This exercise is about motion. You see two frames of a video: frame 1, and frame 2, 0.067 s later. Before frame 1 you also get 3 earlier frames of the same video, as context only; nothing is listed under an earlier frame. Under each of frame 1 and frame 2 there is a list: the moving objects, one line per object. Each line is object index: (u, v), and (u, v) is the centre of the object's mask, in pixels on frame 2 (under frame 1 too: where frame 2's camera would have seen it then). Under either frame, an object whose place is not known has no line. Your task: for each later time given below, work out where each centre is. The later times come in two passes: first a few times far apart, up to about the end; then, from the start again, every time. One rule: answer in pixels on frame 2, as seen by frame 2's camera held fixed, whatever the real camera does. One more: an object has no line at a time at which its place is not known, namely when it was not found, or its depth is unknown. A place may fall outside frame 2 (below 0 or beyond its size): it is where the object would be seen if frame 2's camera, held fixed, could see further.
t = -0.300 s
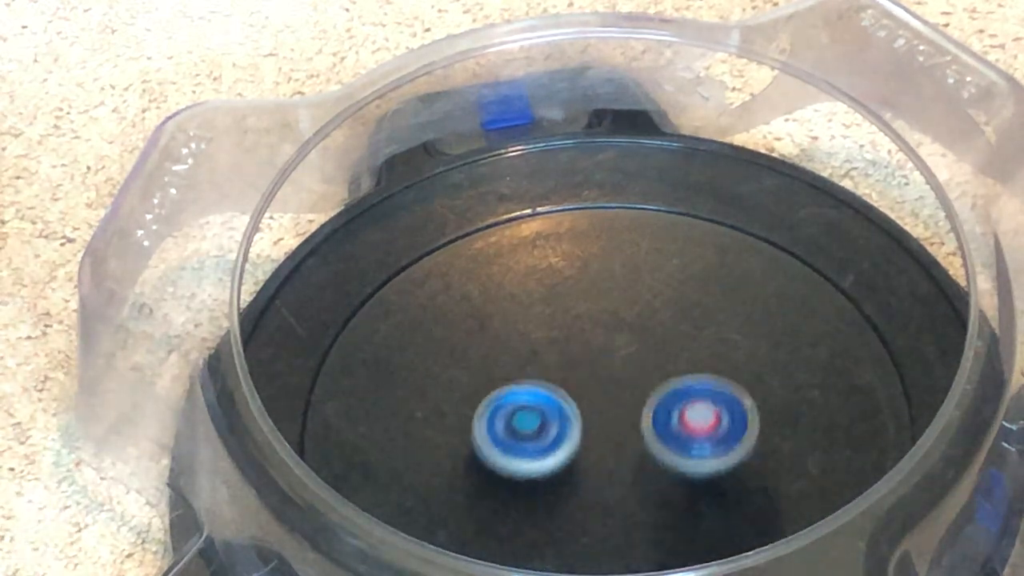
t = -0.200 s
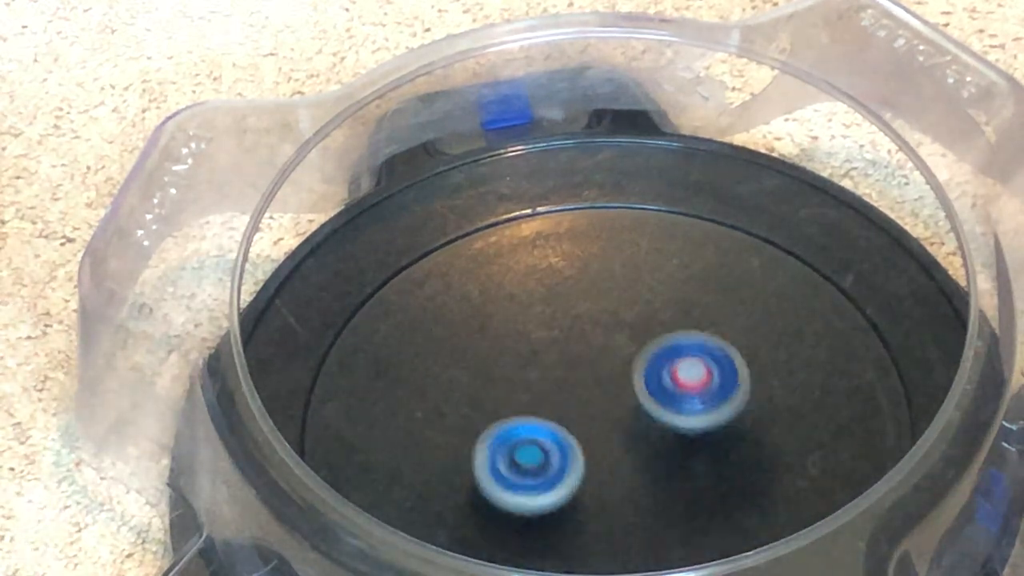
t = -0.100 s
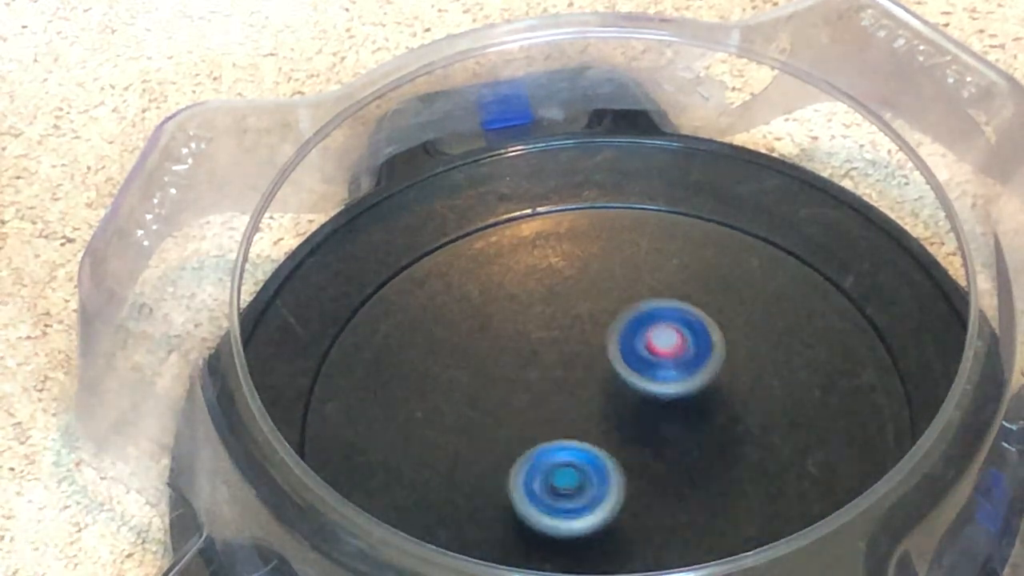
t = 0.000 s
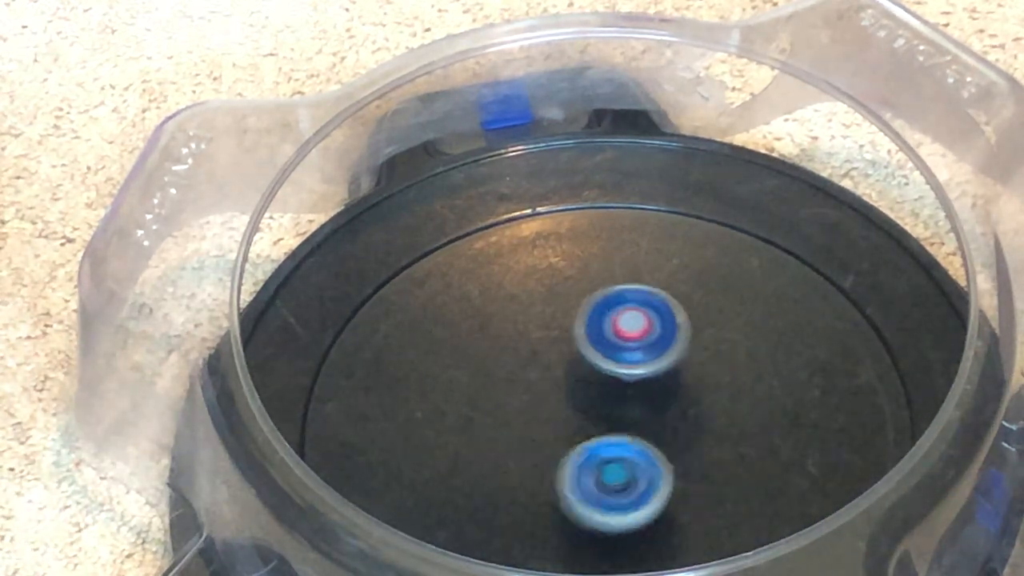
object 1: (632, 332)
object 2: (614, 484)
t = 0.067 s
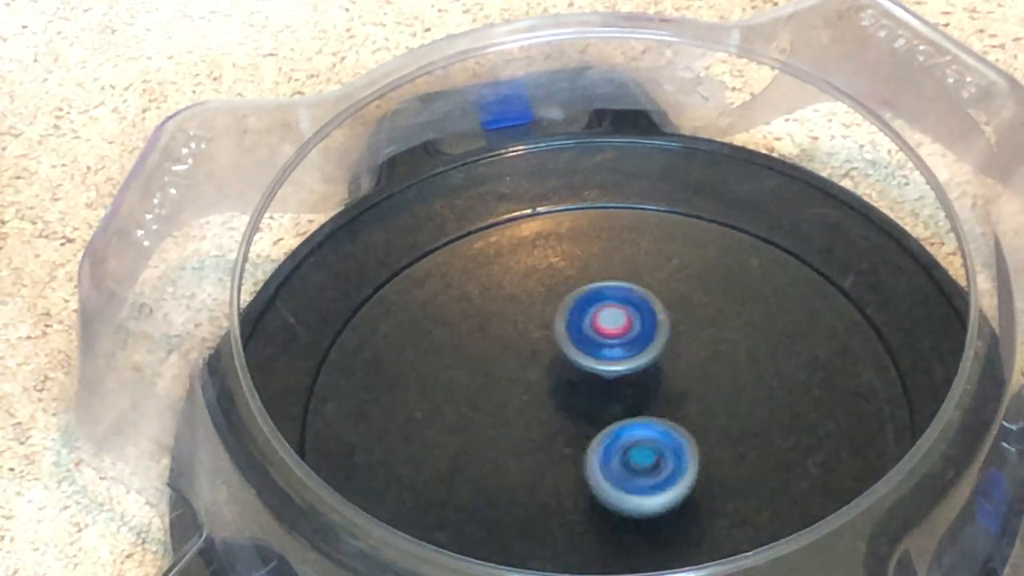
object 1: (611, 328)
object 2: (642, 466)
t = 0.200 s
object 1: (581, 339)
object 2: (653, 416)
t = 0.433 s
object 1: (492, 358)
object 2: (648, 396)
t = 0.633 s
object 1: (500, 412)
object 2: (627, 423)
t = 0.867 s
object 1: (564, 452)
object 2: (658, 465)
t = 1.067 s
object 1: (605, 456)
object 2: (699, 439)
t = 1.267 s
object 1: (634, 453)
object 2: (652, 392)
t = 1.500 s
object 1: (641, 447)
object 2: (563, 427)
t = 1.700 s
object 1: (649, 438)
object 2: (553, 466)
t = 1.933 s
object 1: (674, 400)
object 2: (561, 484)
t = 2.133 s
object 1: (647, 378)
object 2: (584, 463)
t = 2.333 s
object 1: (640, 362)
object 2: (566, 443)
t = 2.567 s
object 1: (609, 370)
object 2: (555, 443)
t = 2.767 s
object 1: (627, 374)
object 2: (553, 464)
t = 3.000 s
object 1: (646, 392)
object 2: (582, 462)
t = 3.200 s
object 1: (663, 400)
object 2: (587, 450)
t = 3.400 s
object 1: (690, 404)
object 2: (553, 438)
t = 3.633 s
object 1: (657, 416)
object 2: (547, 439)
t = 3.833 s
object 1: (641, 433)
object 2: (543, 431)
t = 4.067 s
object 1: (626, 453)
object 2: (541, 416)
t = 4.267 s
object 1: (628, 449)
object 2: (555, 403)
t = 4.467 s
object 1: (621, 450)
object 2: (583, 382)
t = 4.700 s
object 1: (624, 435)
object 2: (610, 365)
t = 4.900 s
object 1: (606, 433)
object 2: (636, 367)
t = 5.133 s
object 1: (601, 432)
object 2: (658, 385)
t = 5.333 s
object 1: (594, 442)
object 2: (672, 411)
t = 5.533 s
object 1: (582, 442)
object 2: (676, 437)
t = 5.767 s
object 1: (575, 427)
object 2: (671, 460)
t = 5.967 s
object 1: (568, 411)
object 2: (657, 470)
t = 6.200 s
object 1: (578, 389)
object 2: (626, 475)
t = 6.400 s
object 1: (592, 380)
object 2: (610, 468)
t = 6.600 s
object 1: (615, 370)
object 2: (596, 459)
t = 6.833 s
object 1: (640, 372)
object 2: (591, 453)
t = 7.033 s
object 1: (662, 385)
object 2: (584, 452)
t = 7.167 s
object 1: (665, 396)
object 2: (581, 453)
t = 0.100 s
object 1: (603, 329)
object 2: (651, 453)
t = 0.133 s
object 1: (595, 331)
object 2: (656, 440)
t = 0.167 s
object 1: (588, 335)
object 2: (656, 427)
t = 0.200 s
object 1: (581, 339)
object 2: (653, 416)
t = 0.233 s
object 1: (575, 343)
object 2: (650, 405)
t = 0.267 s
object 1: (563, 344)
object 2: (649, 398)
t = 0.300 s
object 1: (537, 339)
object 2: (653, 398)
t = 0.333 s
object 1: (518, 338)
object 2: (654, 399)
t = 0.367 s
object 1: (506, 341)
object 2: (654, 397)
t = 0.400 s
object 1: (498, 348)
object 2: (652, 396)
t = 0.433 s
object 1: (492, 358)
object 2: (648, 396)
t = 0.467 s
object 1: (488, 367)
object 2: (645, 397)
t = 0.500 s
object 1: (487, 377)
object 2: (641, 400)
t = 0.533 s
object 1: (487, 386)
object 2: (637, 405)
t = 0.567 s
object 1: (490, 396)
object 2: (633, 411)
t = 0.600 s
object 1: (495, 404)
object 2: (630, 417)
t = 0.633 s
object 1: (500, 412)
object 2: (627, 423)
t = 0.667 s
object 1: (508, 420)
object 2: (626, 430)
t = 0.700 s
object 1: (516, 428)
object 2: (627, 438)
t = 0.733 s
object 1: (524, 434)
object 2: (630, 445)
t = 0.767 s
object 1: (534, 439)
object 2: (635, 452)
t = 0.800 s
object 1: (545, 445)
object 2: (642, 458)
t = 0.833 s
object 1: (556, 449)
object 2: (649, 462)
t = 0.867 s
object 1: (564, 452)
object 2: (658, 465)
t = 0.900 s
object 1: (570, 453)
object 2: (669, 464)
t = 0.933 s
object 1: (576, 454)
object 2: (678, 462)
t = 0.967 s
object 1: (583, 455)
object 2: (686, 458)
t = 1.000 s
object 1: (591, 456)
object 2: (693, 452)
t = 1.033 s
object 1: (598, 456)
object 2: (696, 445)
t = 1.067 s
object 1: (605, 456)
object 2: (699, 439)
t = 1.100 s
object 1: (612, 456)
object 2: (698, 430)
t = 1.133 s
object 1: (618, 454)
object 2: (695, 422)
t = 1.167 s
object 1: (623, 453)
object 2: (688, 414)
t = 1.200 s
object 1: (627, 453)
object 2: (678, 404)
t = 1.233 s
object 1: (631, 453)
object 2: (669, 398)
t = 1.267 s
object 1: (634, 453)
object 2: (652, 392)
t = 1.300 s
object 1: (636, 455)
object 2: (639, 390)
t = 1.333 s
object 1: (637, 456)
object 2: (623, 390)
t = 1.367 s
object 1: (639, 455)
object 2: (610, 393)
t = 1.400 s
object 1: (640, 454)
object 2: (595, 399)
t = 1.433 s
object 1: (641, 452)
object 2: (582, 406)
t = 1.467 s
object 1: (641, 450)
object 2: (571, 416)
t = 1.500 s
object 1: (641, 447)
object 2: (563, 427)
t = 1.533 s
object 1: (645, 449)
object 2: (557, 433)
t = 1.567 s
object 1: (649, 450)
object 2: (554, 439)
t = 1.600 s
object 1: (650, 448)
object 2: (551, 445)
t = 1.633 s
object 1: (650, 446)
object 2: (550, 452)
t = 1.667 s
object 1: (650, 442)
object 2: (550, 459)
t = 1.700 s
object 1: (649, 438)
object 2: (553, 466)
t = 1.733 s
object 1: (647, 433)
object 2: (558, 470)
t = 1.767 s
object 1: (645, 429)
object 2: (563, 475)
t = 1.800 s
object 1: (659, 422)
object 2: (559, 476)
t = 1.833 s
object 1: (670, 415)
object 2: (556, 479)
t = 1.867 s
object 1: (674, 409)
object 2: (555, 482)
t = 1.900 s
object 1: (675, 404)
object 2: (557, 484)
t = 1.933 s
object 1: (674, 400)
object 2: (561, 484)
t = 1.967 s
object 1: (671, 396)
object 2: (565, 484)
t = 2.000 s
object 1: (667, 392)
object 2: (569, 482)
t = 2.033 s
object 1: (662, 388)
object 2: (574, 478)
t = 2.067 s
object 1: (658, 384)
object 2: (577, 473)
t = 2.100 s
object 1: (652, 381)
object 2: (580, 469)
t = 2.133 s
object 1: (647, 378)
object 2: (584, 463)
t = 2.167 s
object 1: (642, 376)
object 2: (586, 456)
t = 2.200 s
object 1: (636, 374)
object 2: (586, 452)
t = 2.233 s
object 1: (639, 368)
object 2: (582, 448)
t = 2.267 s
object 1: (642, 364)
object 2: (577, 445)
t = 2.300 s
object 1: (642, 362)
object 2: (571, 444)
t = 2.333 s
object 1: (640, 362)
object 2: (566, 443)
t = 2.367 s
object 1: (636, 362)
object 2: (562, 441)
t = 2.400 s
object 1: (632, 362)
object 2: (557, 441)
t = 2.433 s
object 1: (626, 362)
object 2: (556, 441)
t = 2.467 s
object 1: (621, 363)
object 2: (554, 441)
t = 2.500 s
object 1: (616, 365)
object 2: (554, 442)
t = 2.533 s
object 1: (612, 367)
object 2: (555, 443)
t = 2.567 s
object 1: (609, 370)
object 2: (555, 443)
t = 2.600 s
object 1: (608, 373)
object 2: (555, 446)
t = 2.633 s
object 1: (615, 371)
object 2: (552, 448)
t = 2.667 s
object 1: (622, 370)
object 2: (548, 453)
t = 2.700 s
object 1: (625, 371)
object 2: (549, 457)
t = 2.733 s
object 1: (626, 372)
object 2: (550, 460)
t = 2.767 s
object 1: (627, 374)
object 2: (553, 464)
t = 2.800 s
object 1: (628, 376)
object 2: (559, 465)
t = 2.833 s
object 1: (629, 379)
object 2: (564, 465)
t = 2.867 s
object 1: (631, 383)
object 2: (571, 464)
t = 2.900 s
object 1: (631, 387)
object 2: (577, 463)
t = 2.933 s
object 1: (634, 390)
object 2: (579, 464)
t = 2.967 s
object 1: (639, 392)
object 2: (582, 463)
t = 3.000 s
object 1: (646, 392)
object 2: (582, 462)
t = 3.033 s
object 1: (651, 392)
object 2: (582, 462)
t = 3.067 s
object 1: (656, 393)
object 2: (584, 460)
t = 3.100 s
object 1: (659, 394)
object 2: (585, 458)
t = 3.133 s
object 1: (662, 396)
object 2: (586, 455)
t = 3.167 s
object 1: (663, 397)
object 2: (586, 453)
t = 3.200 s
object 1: (663, 400)
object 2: (587, 450)
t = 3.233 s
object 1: (675, 400)
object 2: (582, 446)
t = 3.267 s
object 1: (683, 401)
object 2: (577, 442)
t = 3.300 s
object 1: (688, 402)
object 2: (570, 440)
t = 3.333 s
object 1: (690, 403)
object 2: (564, 439)
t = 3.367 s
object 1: (690, 403)
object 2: (558, 438)
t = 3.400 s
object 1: (690, 404)
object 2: (553, 438)
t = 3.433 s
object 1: (688, 404)
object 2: (549, 437)
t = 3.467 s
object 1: (685, 405)
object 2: (545, 439)
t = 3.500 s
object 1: (681, 406)
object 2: (544, 438)
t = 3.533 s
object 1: (676, 409)
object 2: (543, 439)
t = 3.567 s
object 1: (670, 411)
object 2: (544, 438)
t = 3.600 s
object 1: (663, 414)
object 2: (545, 439)
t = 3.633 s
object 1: (657, 416)
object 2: (547, 439)
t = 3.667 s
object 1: (650, 418)
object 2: (548, 439)
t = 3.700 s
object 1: (644, 420)
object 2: (552, 440)
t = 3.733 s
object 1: (641, 423)
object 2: (551, 440)
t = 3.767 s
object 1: (646, 427)
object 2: (548, 434)
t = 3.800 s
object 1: (645, 430)
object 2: (545, 434)
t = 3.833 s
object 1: (641, 433)
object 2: (543, 431)
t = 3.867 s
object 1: (638, 435)
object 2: (541, 431)
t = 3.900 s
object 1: (633, 436)
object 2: (540, 429)
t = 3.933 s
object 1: (629, 436)
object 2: (538, 430)
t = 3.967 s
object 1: (623, 436)
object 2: (538, 428)
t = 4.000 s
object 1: (624, 442)
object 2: (538, 424)
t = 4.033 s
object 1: (626, 449)
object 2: (540, 417)
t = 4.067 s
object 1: (626, 453)
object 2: (541, 416)
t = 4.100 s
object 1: (627, 454)
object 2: (543, 412)
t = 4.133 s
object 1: (627, 454)
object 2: (544, 411)
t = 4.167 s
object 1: (629, 454)
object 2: (547, 409)
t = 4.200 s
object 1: (629, 453)
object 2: (549, 408)
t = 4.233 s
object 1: (629, 451)
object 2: (552, 405)
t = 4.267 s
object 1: (628, 449)
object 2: (555, 403)
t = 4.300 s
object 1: (625, 446)
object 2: (557, 400)
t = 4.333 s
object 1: (623, 443)
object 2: (560, 398)
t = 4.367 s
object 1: (621, 439)
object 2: (561, 397)
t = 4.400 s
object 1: (622, 442)
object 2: (569, 391)
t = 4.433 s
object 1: (622, 447)
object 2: (577, 385)
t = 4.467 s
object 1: (621, 450)
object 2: (583, 382)
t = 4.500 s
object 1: (621, 450)
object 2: (587, 379)
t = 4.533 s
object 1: (622, 449)
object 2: (591, 377)
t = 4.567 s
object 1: (622, 447)
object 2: (595, 374)
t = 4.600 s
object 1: (623, 444)
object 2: (598, 372)
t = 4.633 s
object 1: (624, 441)
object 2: (602, 369)
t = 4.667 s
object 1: (624, 438)
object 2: (605, 367)
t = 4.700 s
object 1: (624, 435)
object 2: (610, 365)
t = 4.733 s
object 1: (623, 431)
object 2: (613, 364)
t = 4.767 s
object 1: (622, 428)
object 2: (618, 363)
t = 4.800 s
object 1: (620, 425)
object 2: (621, 362)
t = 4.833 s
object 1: (616, 428)
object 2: (627, 363)
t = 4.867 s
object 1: (610, 432)
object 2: (632, 365)
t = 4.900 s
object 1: (606, 433)
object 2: (636, 367)
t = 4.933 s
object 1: (605, 433)
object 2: (641, 368)
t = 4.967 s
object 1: (605, 432)
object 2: (644, 369)
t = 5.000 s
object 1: (605, 432)
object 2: (646, 370)
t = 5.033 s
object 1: (606, 431)
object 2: (649, 373)
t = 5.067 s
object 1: (606, 431)
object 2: (651, 375)
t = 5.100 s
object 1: (606, 430)
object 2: (654, 378)
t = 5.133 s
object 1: (601, 432)
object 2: (658, 385)
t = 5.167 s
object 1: (595, 436)
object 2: (660, 389)
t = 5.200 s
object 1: (593, 438)
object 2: (663, 394)
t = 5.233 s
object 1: (592, 439)
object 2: (666, 399)
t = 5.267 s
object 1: (592, 440)
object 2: (667, 400)
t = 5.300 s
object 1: (592, 441)
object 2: (669, 405)
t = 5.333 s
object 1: (594, 442)
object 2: (672, 411)
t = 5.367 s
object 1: (595, 442)
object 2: (674, 414)
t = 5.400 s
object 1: (596, 442)
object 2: (676, 420)
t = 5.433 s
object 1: (593, 442)
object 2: (676, 426)
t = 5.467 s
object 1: (586, 443)
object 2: (677, 430)
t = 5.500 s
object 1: (583, 443)
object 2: (677, 435)
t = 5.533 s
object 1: (582, 442)
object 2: (676, 437)
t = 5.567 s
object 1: (582, 441)
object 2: (678, 441)
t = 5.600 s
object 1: (583, 441)
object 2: (679, 446)
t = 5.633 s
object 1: (584, 439)
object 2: (677, 446)
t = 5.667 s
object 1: (585, 437)
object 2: (676, 451)
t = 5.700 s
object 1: (585, 434)
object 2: (675, 456)
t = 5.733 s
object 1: (579, 430)
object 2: (673, 456)
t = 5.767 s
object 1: (575, 427)
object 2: (671, 460)
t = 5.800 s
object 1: (573, 423)
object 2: (669, 464)
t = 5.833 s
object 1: (572, 421)
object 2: (668, 464)
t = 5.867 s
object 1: (571, 419)
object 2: (666, 467)
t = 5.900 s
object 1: (570, 416)
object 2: (665, 469)
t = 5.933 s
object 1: (569, 414)
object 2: (662, 468)
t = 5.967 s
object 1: (568, 411)
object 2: (657, 470)
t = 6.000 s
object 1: (569, 409)
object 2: (652, 472)
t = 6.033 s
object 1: (571, 407)
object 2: (648, 470)
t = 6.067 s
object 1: (573, 404)
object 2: (643, 472)
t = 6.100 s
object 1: (575, 403)
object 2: (639, 474)
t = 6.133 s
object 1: (578, 402)
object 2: (634, 471)
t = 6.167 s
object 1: (578, 396)
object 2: (630, 473)
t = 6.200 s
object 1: (578, 389)
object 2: (626, 475)
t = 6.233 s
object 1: (580, 385)
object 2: (619, 473)
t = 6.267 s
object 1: (583, 383)
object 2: (618, 471)
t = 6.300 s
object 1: (584, 382)
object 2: (617, 474)
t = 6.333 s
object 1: (587, 380)
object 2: (609, 473)
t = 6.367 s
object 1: (589, 380)
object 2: (608, 468)
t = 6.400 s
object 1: (592, 380)
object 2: (610, 468)
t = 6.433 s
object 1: (595, 380)
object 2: (605, 470)
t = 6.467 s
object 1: (600, 377)
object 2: (600, 466)
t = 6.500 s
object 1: (605, 372)
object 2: (598, 464)
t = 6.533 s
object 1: (609, 371)
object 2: (597, 466)
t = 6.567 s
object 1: (613, 370)
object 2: (594, 462)
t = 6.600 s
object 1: (615, 370)
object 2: (596, 459)
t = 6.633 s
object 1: (618, 371)
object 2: (598, 461)
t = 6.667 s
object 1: (620, 372)
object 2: (593, 461)
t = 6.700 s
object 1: (624, 372)
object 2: (593, 456)
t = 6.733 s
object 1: (631, 369)
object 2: (592, 455)
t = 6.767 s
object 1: (636, 369)
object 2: (591, 458)
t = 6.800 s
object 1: (639, 370)
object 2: (589, 454)
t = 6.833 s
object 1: (640, 372)
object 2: (591, 453)
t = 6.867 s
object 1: (642, 374)
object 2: (593, 454)
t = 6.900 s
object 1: (643, 377)
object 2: (589, 455)
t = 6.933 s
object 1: (644, 380)
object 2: (590, 452)
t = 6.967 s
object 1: (647, 382)
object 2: (591, 450)
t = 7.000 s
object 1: (655, 383)
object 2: (591, 453)
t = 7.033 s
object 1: (662, 385)
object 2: (584, 452)
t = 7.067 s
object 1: (665, 388)
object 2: (586, 450)
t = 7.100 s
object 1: (665, 391)
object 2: (587, 449)
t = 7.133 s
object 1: (666, 393)
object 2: (588, 453)
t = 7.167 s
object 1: (665, 396)
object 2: (581, 453)
